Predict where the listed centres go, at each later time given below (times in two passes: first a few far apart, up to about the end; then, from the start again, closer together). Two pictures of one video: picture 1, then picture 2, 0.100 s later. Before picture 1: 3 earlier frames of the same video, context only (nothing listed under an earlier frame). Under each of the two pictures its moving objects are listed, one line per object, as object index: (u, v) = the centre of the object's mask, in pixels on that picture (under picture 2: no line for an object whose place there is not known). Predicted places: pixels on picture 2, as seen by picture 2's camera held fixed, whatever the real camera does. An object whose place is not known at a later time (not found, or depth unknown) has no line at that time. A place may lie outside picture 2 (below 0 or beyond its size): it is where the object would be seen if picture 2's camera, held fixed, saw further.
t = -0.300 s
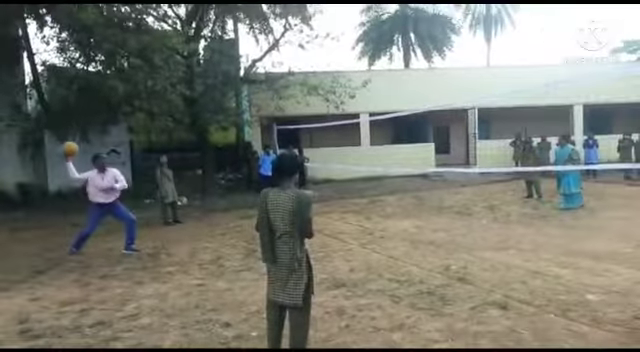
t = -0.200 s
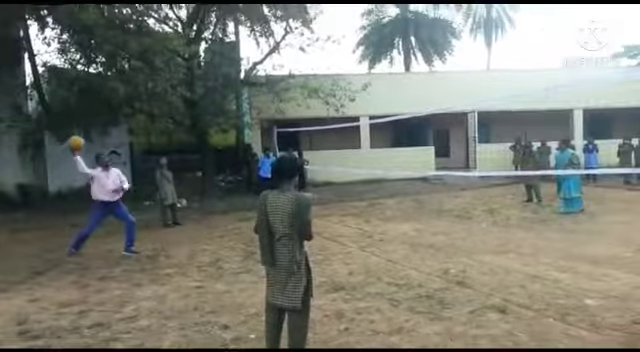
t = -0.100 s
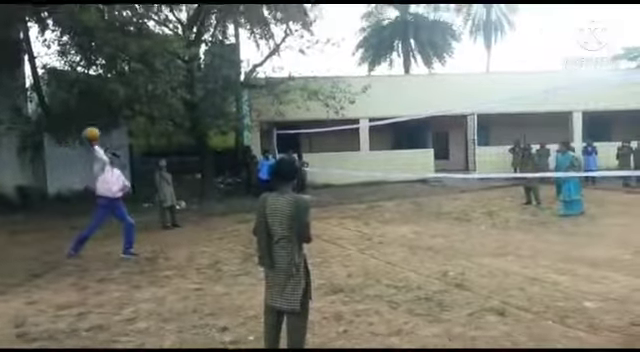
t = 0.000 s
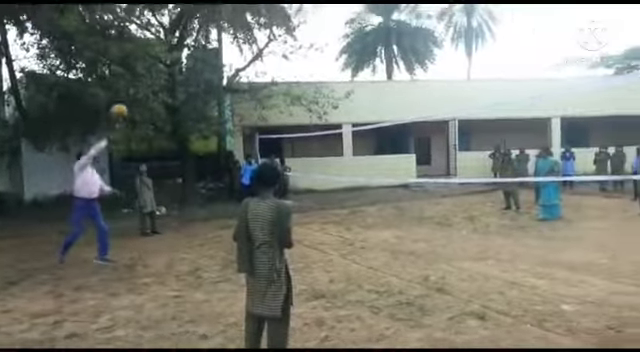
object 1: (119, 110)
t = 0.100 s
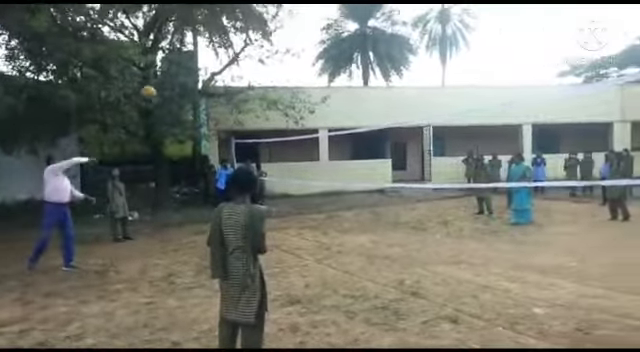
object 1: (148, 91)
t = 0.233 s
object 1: (214, 76)
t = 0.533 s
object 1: (343, 79)
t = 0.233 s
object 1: (214, 76)
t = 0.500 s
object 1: (331, 77)
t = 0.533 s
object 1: (343, 79)
